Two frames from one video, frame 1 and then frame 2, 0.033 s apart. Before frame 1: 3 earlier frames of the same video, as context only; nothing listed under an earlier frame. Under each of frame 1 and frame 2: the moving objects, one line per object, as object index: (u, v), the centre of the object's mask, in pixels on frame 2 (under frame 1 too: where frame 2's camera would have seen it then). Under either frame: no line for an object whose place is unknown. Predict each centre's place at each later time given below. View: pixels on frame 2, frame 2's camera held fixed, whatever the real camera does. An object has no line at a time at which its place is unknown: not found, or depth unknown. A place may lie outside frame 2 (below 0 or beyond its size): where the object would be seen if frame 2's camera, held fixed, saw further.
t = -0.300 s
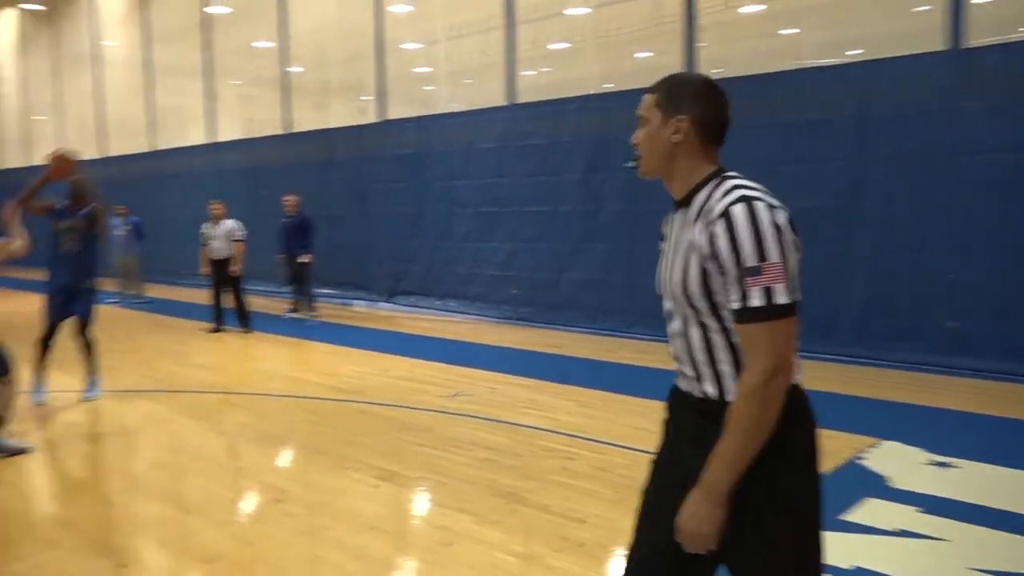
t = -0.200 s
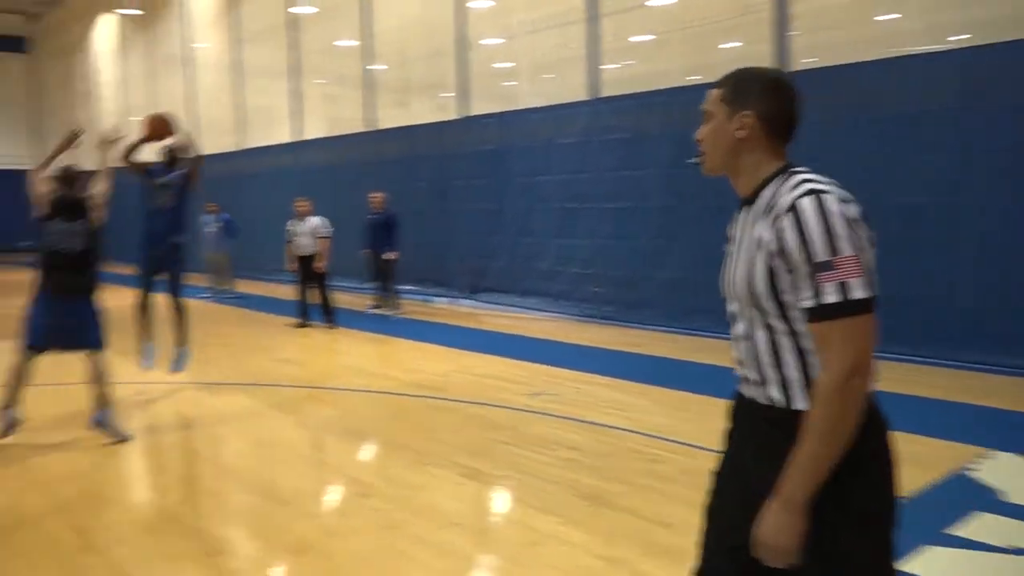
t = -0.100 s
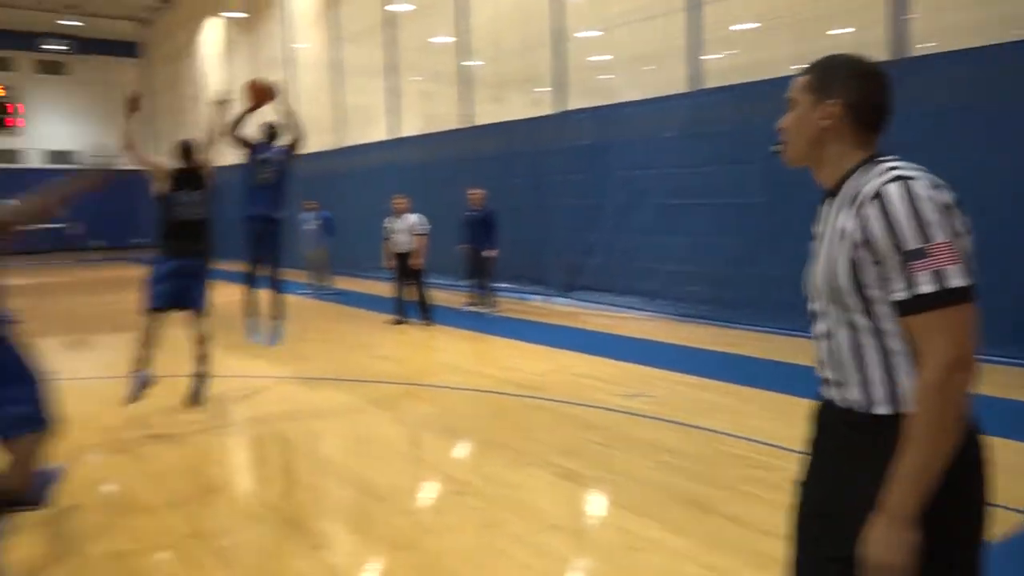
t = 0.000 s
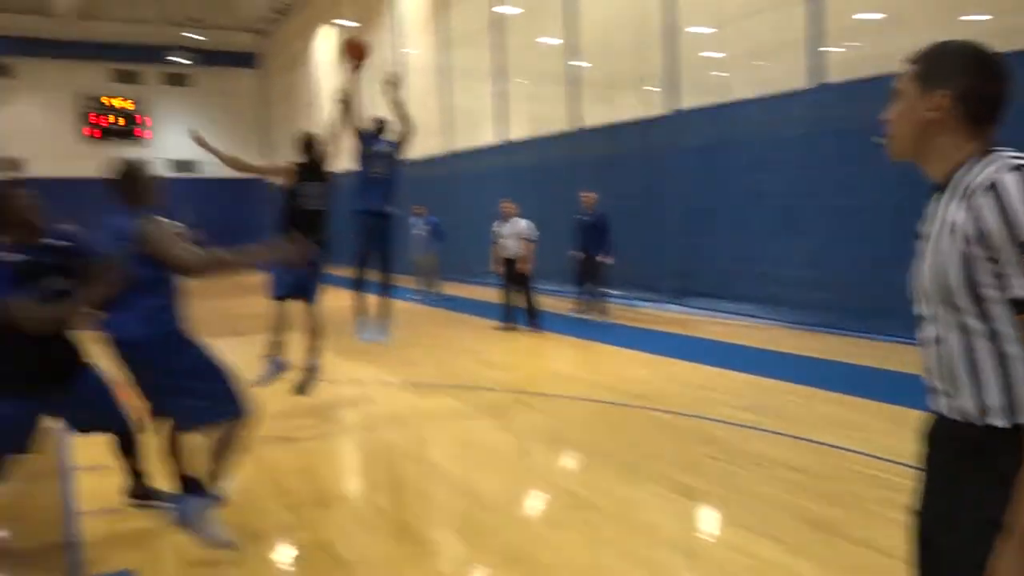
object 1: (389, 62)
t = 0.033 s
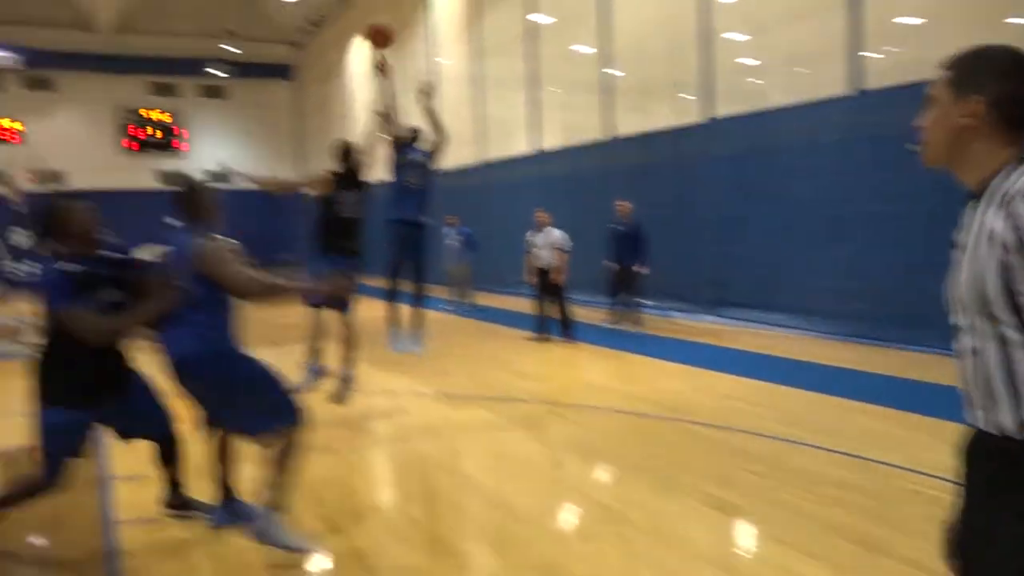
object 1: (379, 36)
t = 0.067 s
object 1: (366, 12)
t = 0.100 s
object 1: (354, -14)
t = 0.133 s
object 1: (342, -36)
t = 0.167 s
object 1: (330, -58)
